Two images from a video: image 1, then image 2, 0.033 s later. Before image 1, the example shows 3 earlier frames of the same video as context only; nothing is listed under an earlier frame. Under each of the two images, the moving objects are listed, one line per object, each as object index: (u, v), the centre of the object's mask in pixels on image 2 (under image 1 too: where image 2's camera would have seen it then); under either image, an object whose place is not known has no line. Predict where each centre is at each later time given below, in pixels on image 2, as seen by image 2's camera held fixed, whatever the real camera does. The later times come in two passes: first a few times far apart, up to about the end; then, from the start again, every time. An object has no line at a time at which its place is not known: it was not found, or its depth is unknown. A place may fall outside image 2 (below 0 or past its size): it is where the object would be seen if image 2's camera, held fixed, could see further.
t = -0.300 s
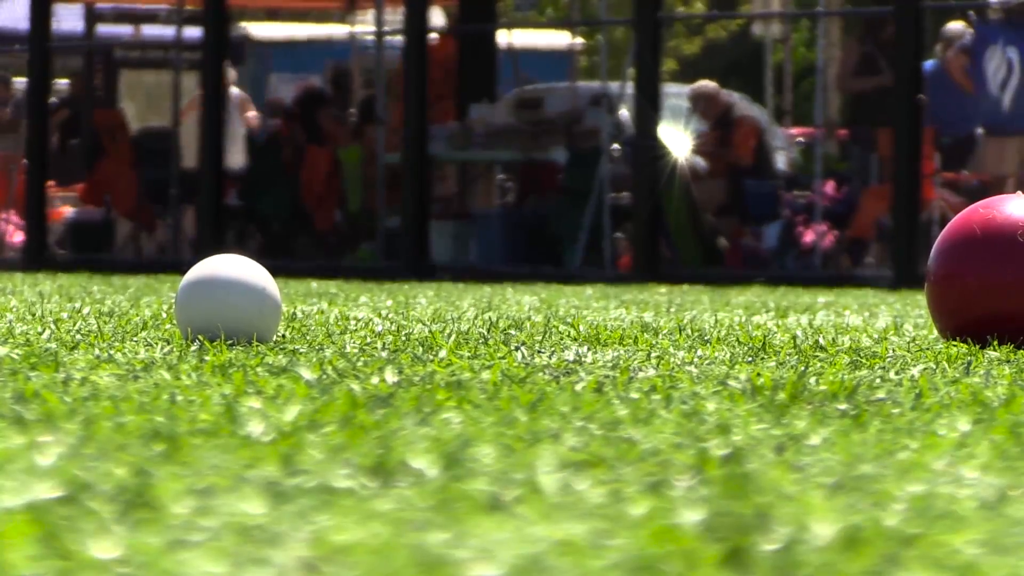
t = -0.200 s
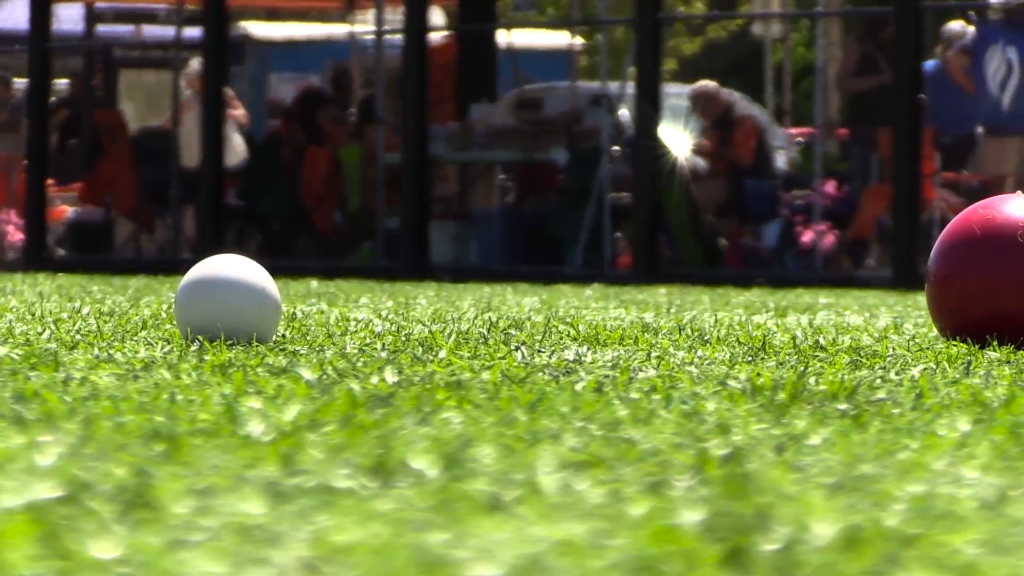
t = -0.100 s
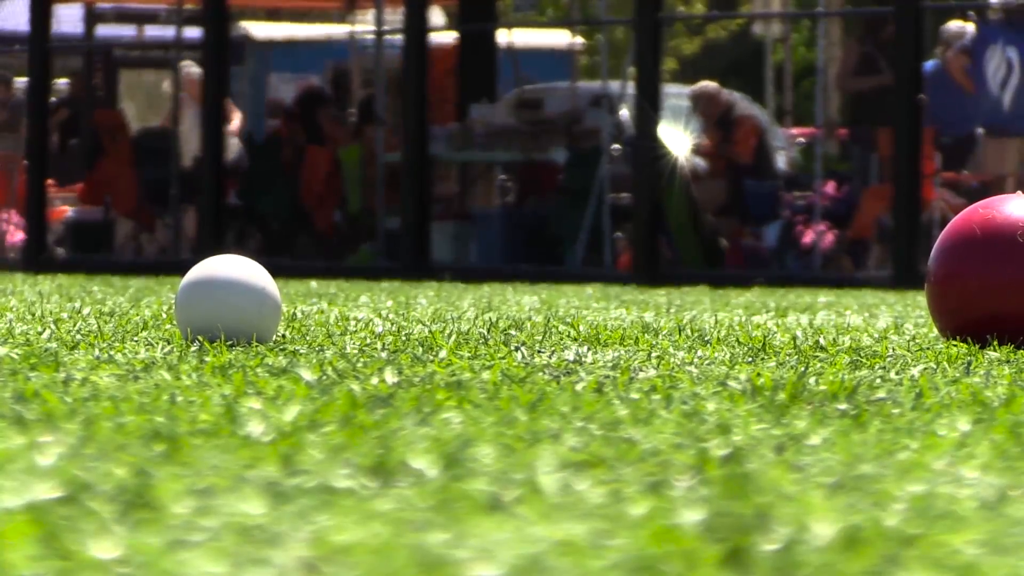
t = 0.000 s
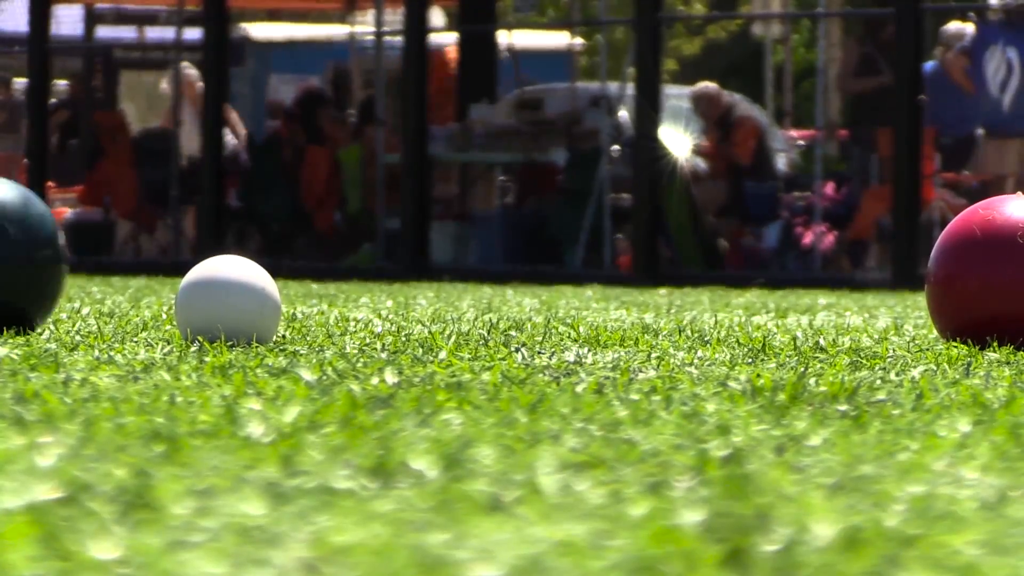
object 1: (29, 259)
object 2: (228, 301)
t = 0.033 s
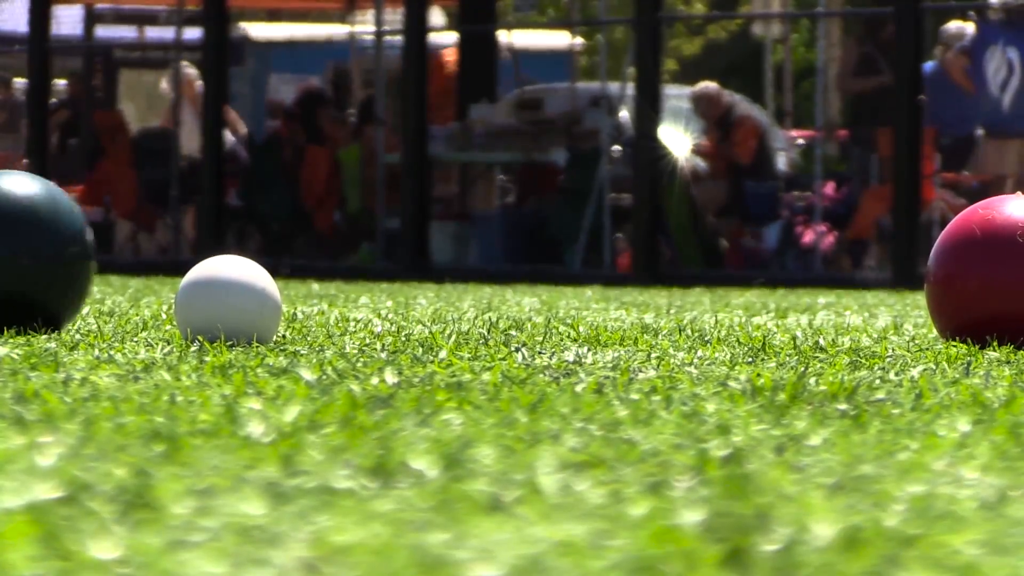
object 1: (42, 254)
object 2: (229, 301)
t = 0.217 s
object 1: (150, 248)
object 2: (228, 301)
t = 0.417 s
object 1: (340, 252)
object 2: (263, 301)
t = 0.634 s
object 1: (495, 265)
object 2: (315, 309)
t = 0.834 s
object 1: (642, 270)
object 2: (356, 310)
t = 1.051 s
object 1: (786, 272)
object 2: (391, 313)
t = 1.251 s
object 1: (890, 274)
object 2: (409, 314)
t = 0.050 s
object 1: (49, 255)
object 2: (228, 301)
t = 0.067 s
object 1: (56, 256)
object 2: (228, 301)
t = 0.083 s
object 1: (64, 256)
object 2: (228, 301)
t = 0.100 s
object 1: (72, 256)
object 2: (229, 301)
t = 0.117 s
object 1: (81, 256)
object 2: (229, 301)
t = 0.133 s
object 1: (93, 258)
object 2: (229, 301)
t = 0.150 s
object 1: (105, 258)
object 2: (229, 301)
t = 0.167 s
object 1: (116, 255)
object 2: (229, 301)
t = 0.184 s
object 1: (127, 252)
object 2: (228, 301)
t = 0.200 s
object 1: (138, 249)
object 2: (228, 301)
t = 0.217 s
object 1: (150, 248)
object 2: (228, 301)
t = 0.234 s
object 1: (162, 247)
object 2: (229, 301)
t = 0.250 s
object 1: (178, 244)
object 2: (228, 301)
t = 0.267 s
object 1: (196, 241)
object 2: (228, 301)
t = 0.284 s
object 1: (213, 239)
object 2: (232, 304)
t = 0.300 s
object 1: (228, 238)
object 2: (236, 297)
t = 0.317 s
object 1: (245, 239)
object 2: (240, 292)
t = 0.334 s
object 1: (267, 240)
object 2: (244, 289)
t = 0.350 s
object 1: (283, 246)
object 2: (247, 291)
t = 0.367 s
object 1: (299, 243)
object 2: (251, 295)
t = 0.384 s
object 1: (310, 243)
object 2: (255, 302)
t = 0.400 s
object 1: (323, 247)
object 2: (260, 304)
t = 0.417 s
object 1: (340, 252)
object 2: (263, 301)
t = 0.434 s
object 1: (354, 254)
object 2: (267, 298)
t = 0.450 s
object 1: (365, 253)
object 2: (272, 298)
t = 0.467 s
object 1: (375, 253)
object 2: (276, 302)
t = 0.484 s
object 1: (386, 255)
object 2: (281, 306)
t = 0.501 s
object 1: (398, 258)
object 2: (285, 305)
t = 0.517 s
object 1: (409, 261)
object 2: (288, 303)
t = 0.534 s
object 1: (421, 263)
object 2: (292, 304)
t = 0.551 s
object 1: (432, 263)
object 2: (295, 306)
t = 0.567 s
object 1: (444, 263)
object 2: (299, 308)
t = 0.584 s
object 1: (455, 264)
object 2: (303, 308)
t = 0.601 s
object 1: (469, 265)
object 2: (307, 307)
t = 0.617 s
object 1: (482, 265)
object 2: (311, 308)
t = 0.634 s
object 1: (495, 265)
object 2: (315, 309)
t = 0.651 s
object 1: (508, 265)
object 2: (320, 310)
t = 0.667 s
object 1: (521, 265)
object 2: (324, 309)
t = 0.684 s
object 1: (533, 264)
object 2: (328, 308)
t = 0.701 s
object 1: (545, 264)
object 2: (331, 309)
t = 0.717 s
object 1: (557, 264)
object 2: (334, 309)
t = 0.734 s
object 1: (569, 265)
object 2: (338, 309)
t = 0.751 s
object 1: (581, 267)
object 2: (341, 309)
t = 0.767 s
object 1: (593, 268)
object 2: (344, 309)
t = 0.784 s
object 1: (606, 268)
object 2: (347, 310)
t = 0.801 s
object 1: (618, 268)
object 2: (350, 310)
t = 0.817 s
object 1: (630, 269)
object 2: (353, 310)
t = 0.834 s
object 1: (642, 270)
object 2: (356, 310)
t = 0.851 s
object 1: (655, 270)
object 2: (359, 310)
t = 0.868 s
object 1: (666, 270)
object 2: (362, 309)
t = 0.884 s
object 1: (678, 270)
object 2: (366, 310)
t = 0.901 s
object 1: (689, 270)
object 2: (368, 310)
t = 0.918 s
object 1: (700, 271)
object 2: (371, 311)
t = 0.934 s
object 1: (712, 271)
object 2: (374, 311)
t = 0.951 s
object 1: (723, 272)
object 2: (376, 312)
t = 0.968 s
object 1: (734, 272)
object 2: (378, 312)
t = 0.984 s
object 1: (744, 272)
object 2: (381, 313)
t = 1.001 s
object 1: (755, 272)
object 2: (384, 313)
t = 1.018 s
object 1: (766, 272)
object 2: (386, 314)
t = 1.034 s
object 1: (776, 272)
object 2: (389, 314)
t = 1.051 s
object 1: (786, 272)
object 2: (391, 313)
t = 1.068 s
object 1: (796, 272)
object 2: (393, 313)
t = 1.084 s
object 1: (805, 273)
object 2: (395, 314)
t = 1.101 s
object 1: (815, 273)
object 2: (397, 315)
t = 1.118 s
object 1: (823, 273)
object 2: (399, 315)
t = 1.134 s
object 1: (832, 273)
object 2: (400, 314)
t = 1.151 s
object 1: (842, 273)
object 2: (402, 314)
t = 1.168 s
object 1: (850, 274)
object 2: (403, 314)
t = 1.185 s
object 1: (858, 274)
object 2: (404, 314)
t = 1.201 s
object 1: (866, 274)
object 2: (405, 314)
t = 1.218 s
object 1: (874, 274)
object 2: (406, 314)
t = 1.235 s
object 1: (882, 274)
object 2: (407, 314)
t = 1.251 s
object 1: (890, 274)
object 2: (409, 314)
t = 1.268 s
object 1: (897, 274)
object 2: (410, 314)
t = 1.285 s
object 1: (904, 274)
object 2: (411, 314)
